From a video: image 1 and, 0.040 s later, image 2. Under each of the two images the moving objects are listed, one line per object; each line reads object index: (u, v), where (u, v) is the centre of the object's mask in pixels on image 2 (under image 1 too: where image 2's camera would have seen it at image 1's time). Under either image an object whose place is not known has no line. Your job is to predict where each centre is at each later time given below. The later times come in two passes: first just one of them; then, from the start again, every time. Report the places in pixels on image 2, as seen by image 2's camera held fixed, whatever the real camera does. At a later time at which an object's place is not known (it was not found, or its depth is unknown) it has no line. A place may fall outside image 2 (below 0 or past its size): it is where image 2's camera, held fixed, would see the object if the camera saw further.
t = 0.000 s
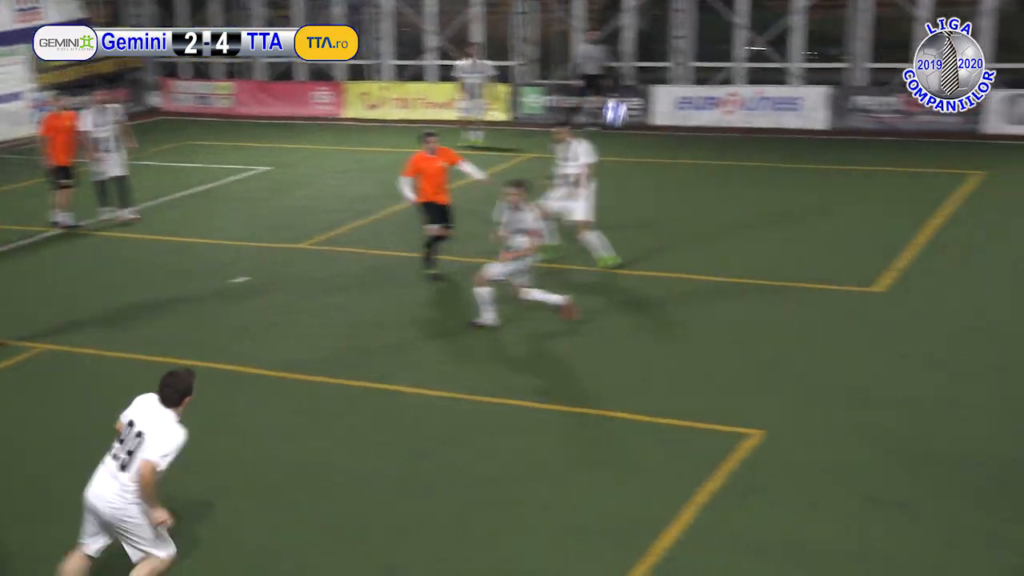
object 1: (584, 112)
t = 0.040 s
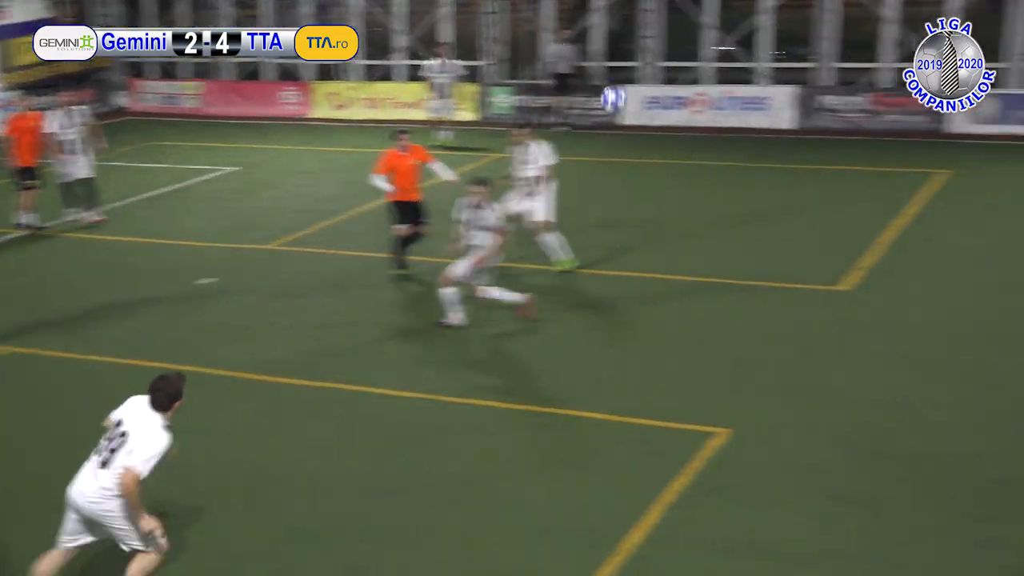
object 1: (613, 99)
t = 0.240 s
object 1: (787, 54)
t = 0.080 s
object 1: (644, 88)
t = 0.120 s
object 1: (677, 78)
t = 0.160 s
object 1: (712, 69)
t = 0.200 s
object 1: (748, 61)
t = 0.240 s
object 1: (787, 54)
